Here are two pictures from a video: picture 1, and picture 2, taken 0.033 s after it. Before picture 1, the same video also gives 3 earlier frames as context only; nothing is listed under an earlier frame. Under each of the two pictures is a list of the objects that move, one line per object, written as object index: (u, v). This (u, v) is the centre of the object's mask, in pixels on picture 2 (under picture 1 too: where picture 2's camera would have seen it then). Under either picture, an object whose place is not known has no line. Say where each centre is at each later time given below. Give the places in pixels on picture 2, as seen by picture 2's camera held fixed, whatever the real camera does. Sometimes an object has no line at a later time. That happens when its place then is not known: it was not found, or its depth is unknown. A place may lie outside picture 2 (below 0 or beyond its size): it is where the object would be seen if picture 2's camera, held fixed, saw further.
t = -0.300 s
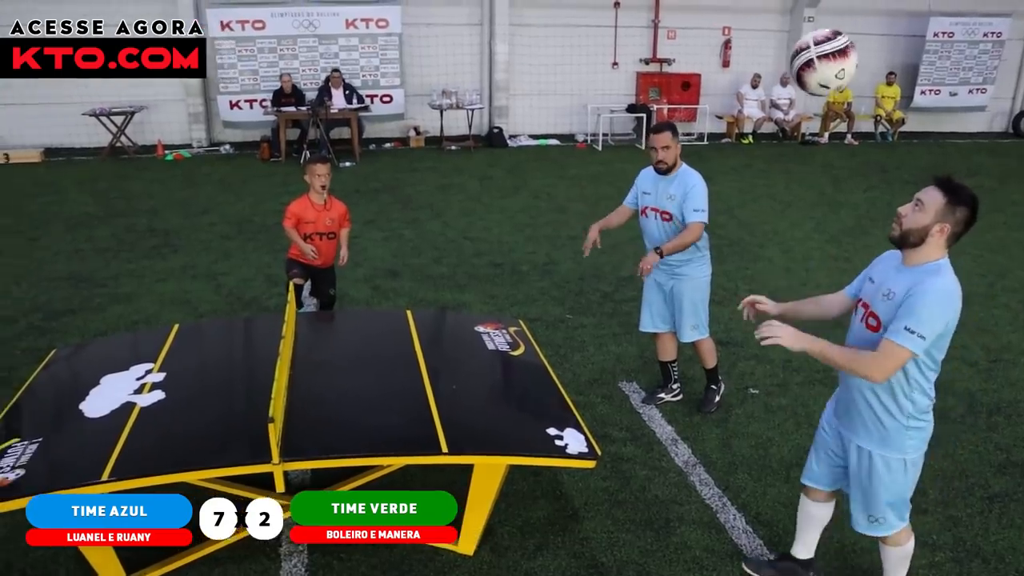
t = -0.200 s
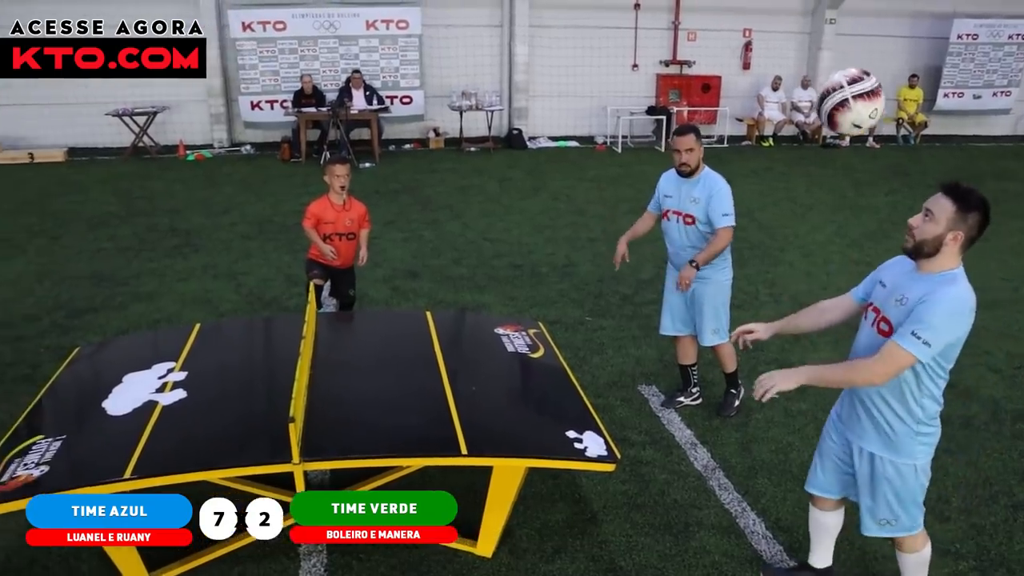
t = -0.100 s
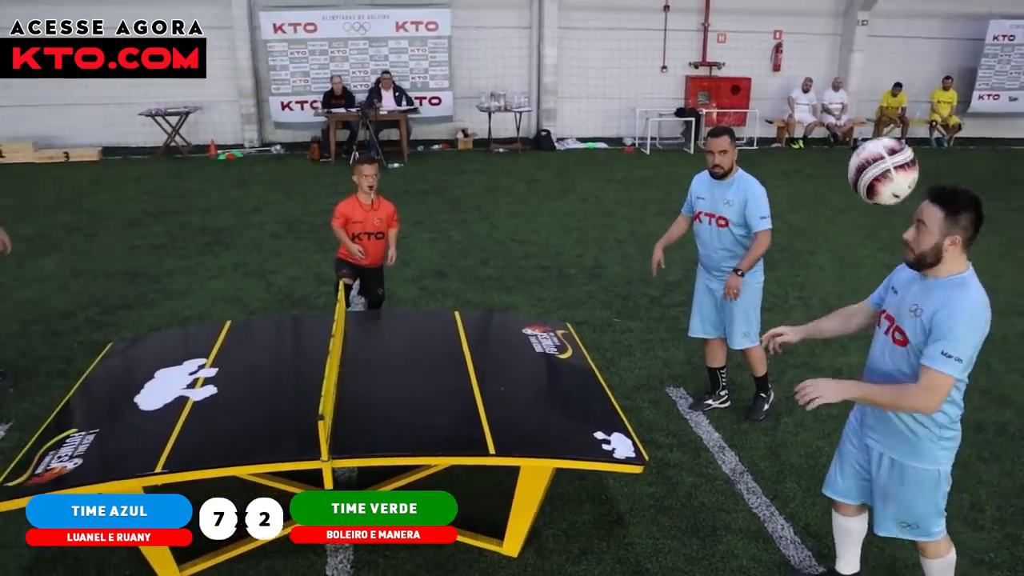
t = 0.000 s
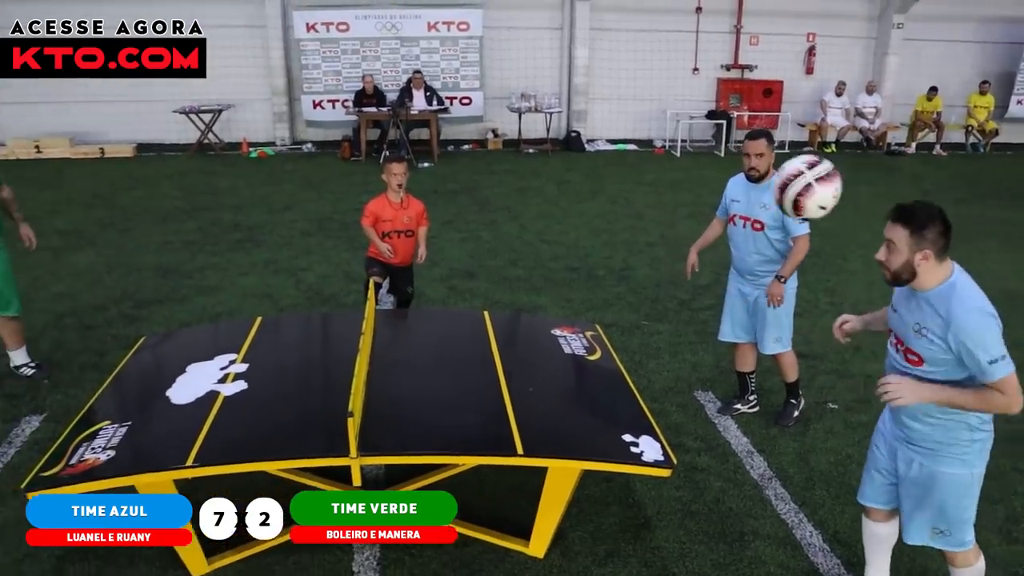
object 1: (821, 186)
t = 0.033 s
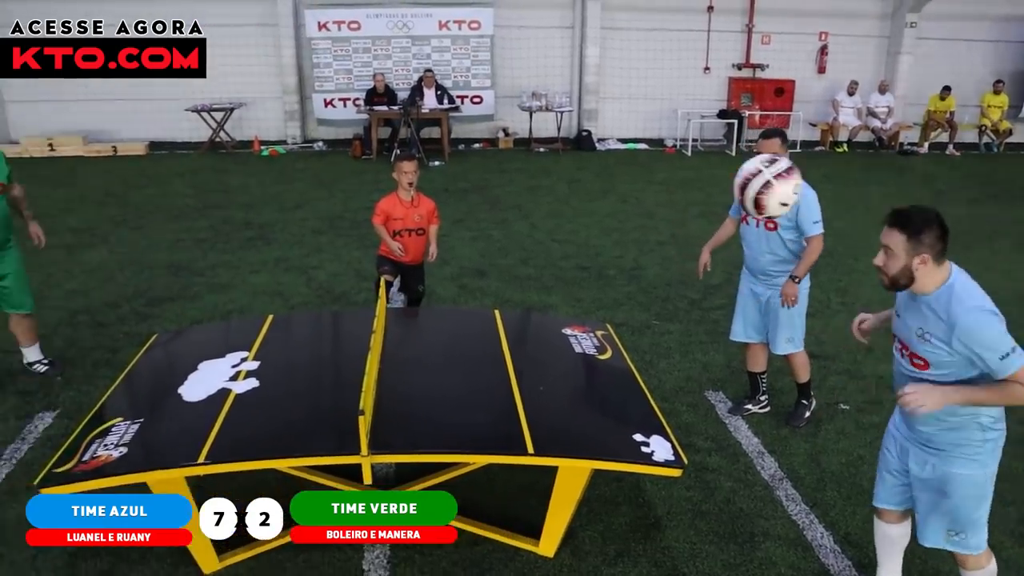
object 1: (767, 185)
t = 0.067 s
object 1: (716, 188)
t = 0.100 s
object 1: (667, 194)
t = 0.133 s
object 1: (617, 203)
